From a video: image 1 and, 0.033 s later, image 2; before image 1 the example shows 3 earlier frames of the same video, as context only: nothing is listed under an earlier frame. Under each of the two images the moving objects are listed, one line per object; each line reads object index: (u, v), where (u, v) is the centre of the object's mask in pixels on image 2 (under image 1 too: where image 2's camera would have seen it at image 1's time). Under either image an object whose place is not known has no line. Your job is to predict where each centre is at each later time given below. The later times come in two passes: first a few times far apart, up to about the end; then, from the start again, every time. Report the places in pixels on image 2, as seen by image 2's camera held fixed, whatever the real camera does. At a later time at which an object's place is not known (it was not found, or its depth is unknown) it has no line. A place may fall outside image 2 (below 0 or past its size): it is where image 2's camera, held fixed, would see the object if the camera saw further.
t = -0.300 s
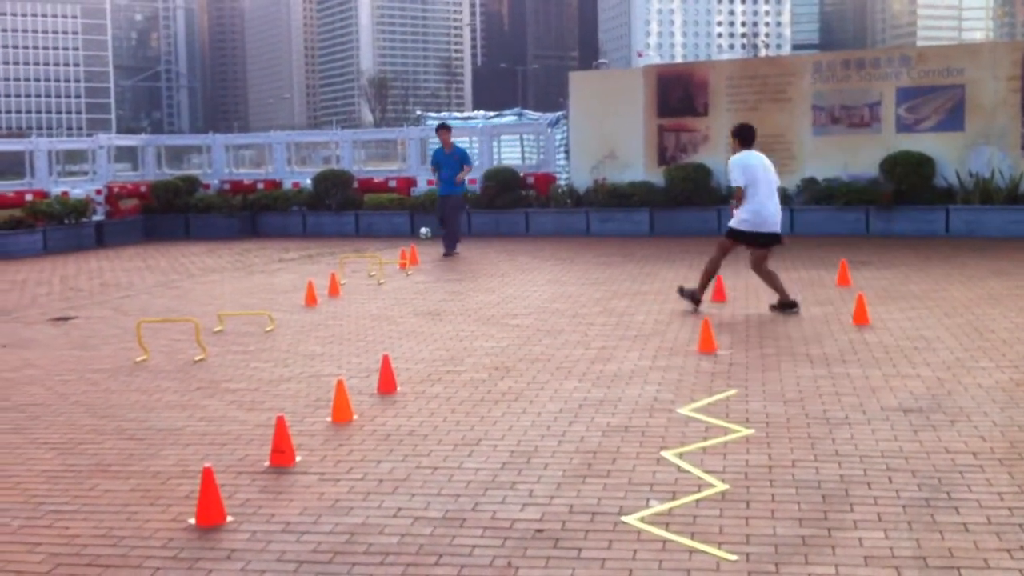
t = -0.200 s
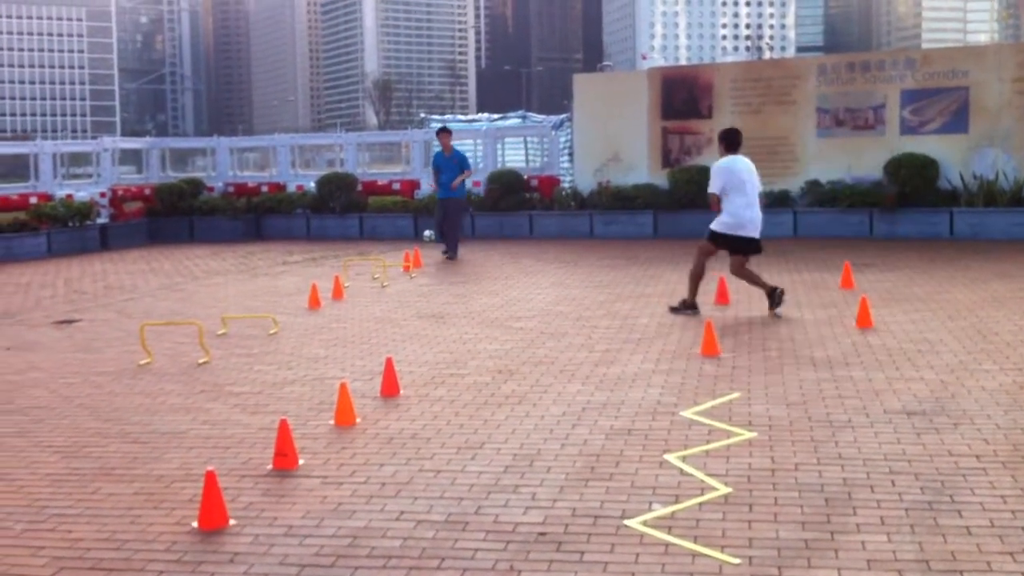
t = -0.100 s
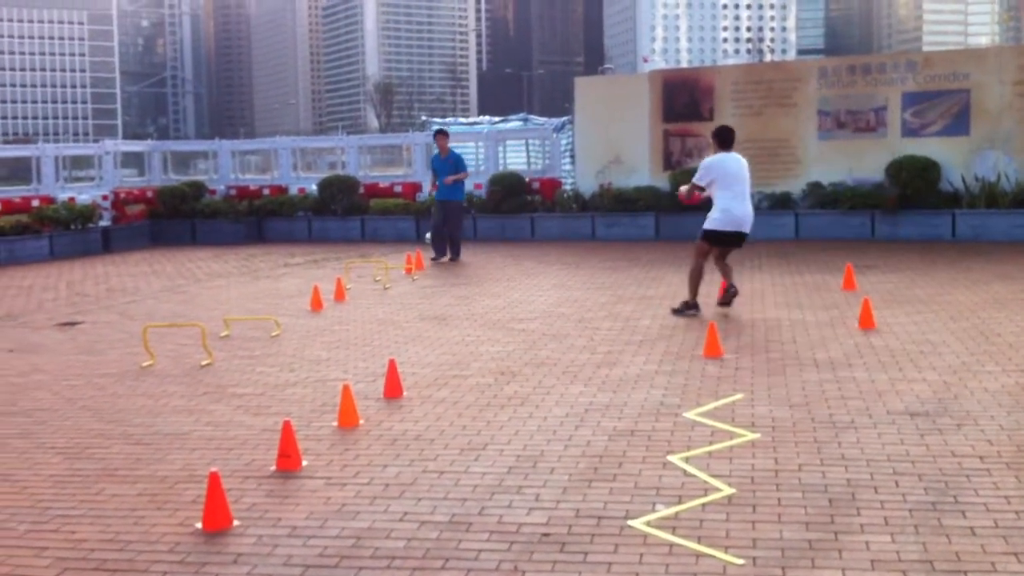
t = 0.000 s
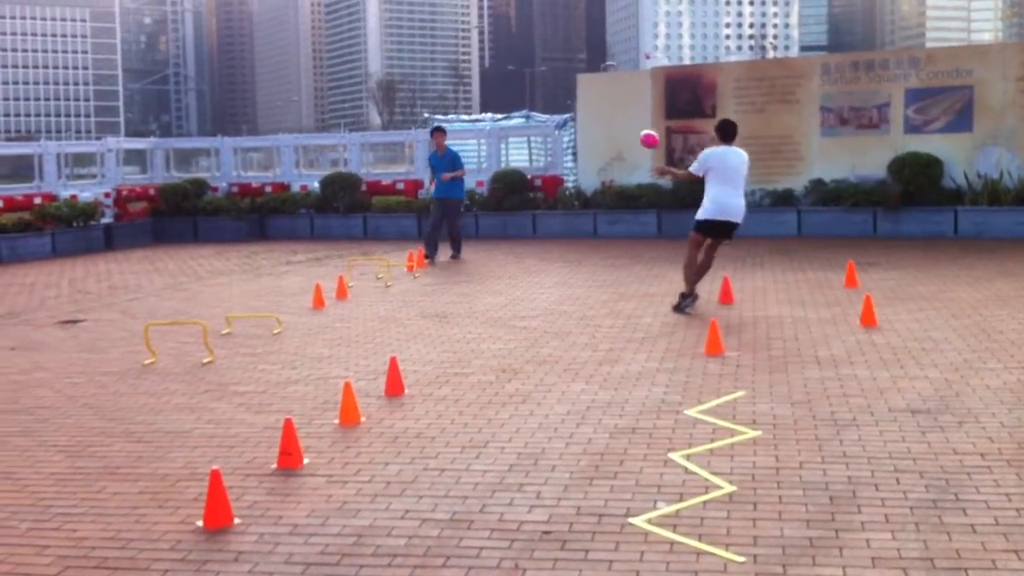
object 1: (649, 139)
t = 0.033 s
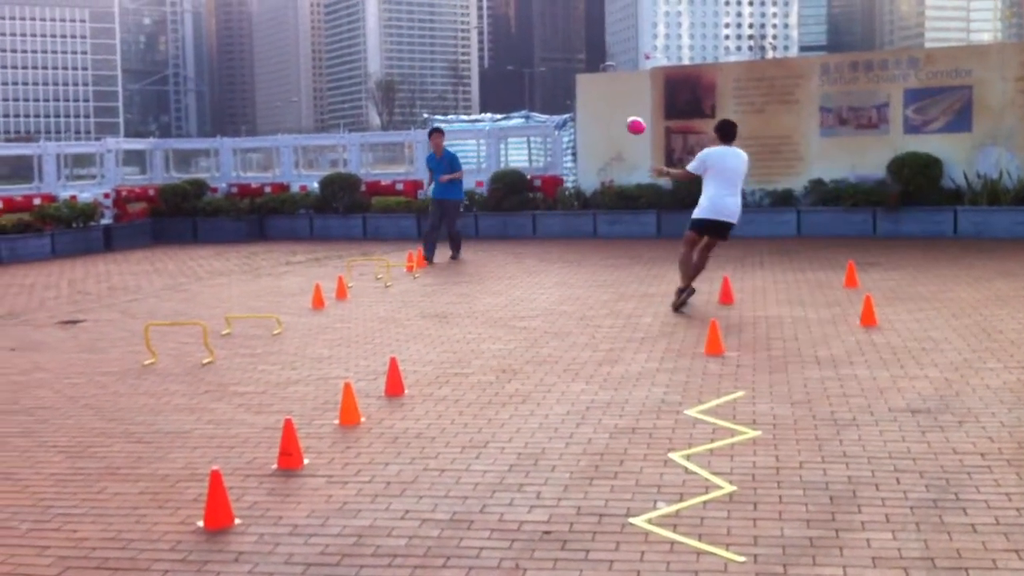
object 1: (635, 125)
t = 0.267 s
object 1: (554, 65)
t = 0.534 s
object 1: (479, 68)
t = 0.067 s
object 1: (622, 113)
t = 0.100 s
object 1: (611, 101)
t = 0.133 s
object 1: (598, 91)
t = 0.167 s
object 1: (586, 83)
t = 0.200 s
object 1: (576, 76)
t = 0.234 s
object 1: (565, 70)
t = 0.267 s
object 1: (554, 65)
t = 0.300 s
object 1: (544, 61)
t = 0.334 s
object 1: (533, 60)
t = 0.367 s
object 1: (523, 59)
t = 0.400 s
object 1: (514, 59)
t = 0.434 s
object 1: (504, 59)
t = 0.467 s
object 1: (496, 61)
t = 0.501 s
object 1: (487, 64)
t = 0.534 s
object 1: (479, 68)
